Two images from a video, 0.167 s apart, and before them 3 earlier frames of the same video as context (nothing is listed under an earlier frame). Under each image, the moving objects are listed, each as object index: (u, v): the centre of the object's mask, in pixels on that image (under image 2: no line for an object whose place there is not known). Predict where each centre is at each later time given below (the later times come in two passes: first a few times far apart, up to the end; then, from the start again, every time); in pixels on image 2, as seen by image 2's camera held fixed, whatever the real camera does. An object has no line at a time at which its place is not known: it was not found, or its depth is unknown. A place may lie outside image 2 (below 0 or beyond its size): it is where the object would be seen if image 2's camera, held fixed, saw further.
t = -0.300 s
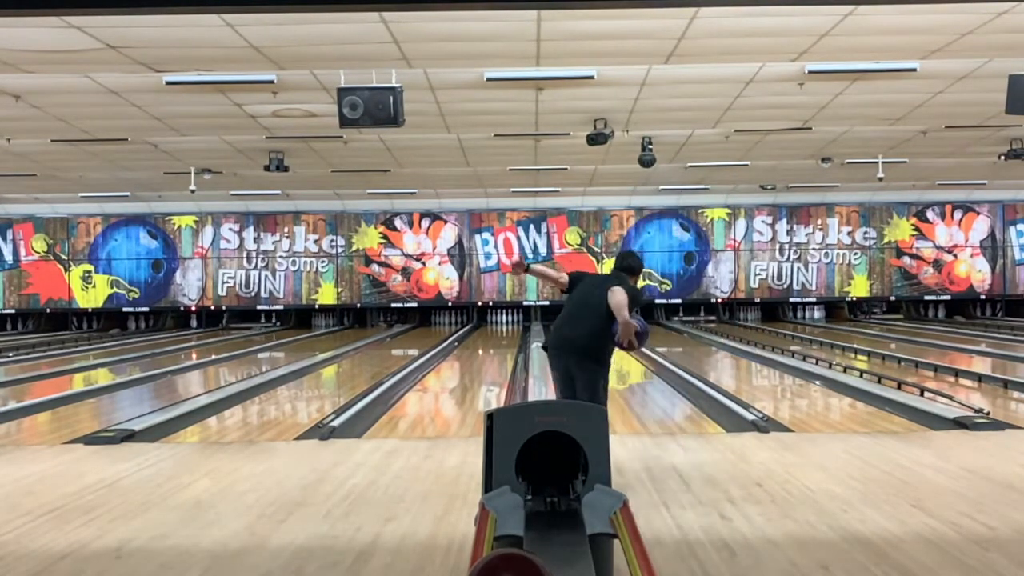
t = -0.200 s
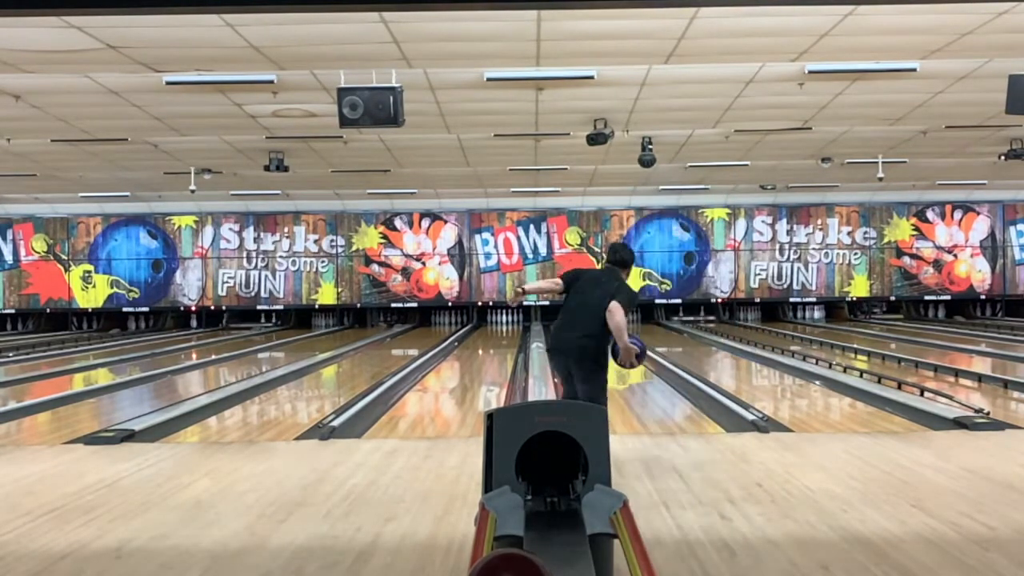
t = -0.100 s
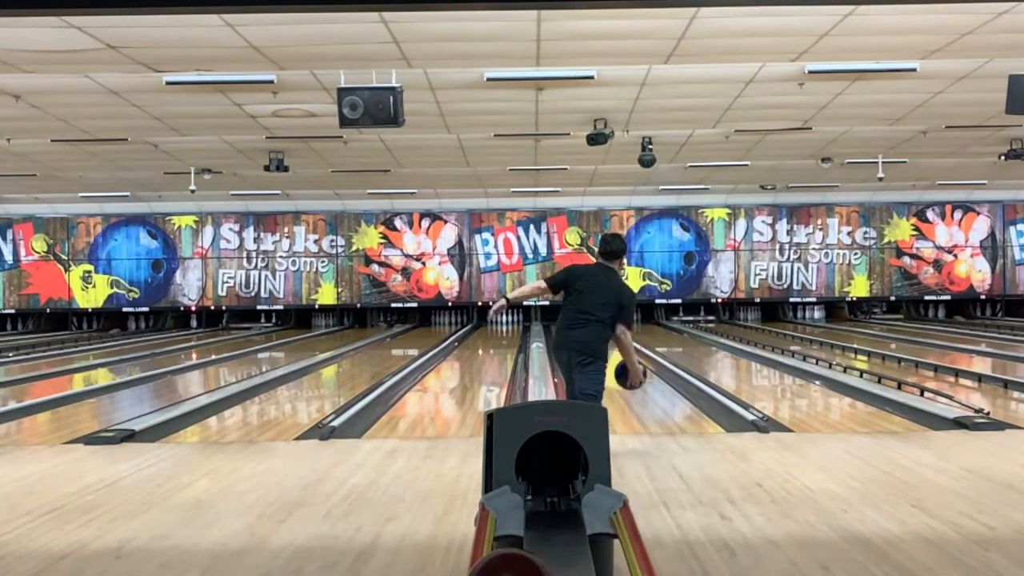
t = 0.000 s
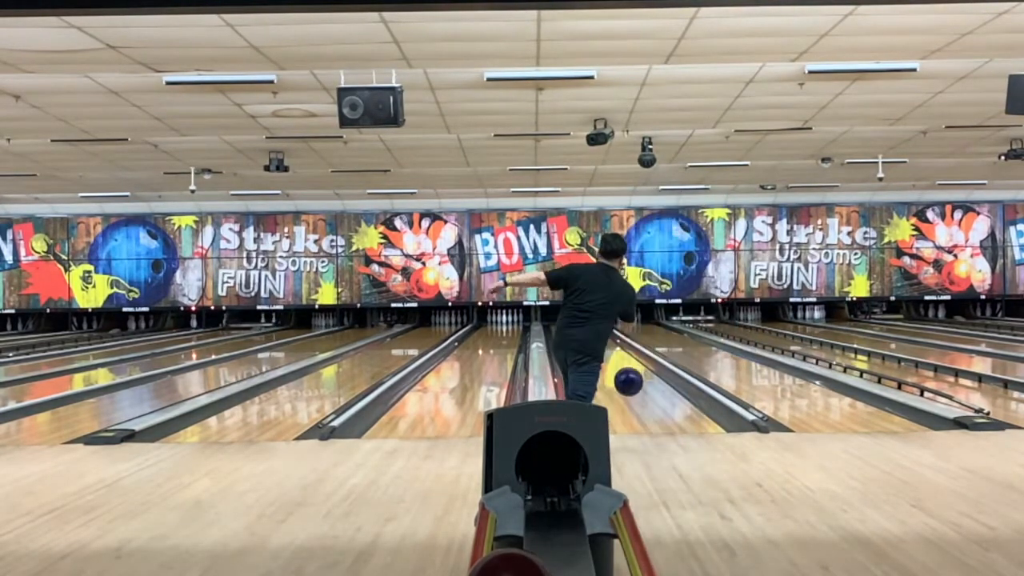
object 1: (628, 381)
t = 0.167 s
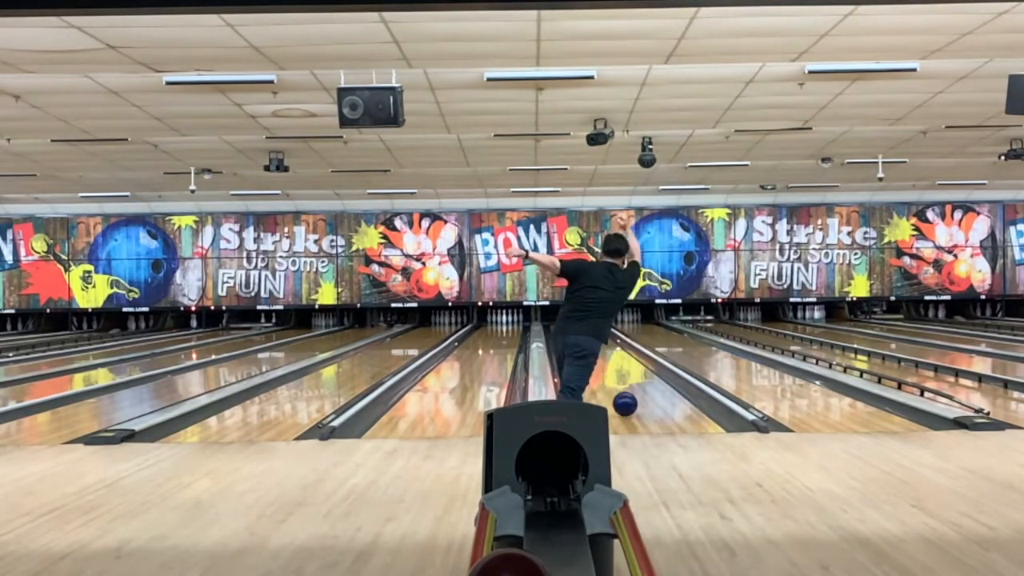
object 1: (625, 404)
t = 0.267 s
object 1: (622, 391)
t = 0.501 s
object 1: (620, 375)
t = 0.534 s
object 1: (622, 373)
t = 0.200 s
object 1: (624, 398)
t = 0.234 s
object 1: (623, 394)
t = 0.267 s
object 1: (622, 391)
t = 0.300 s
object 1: (622, 390)
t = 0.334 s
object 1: (621, 388)
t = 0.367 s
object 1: (620, 385)
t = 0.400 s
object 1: (620, 383)
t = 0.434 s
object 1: (619, 380)
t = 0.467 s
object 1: (619, 378)
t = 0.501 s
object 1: (620, 375)
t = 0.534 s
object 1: (622, 373)
